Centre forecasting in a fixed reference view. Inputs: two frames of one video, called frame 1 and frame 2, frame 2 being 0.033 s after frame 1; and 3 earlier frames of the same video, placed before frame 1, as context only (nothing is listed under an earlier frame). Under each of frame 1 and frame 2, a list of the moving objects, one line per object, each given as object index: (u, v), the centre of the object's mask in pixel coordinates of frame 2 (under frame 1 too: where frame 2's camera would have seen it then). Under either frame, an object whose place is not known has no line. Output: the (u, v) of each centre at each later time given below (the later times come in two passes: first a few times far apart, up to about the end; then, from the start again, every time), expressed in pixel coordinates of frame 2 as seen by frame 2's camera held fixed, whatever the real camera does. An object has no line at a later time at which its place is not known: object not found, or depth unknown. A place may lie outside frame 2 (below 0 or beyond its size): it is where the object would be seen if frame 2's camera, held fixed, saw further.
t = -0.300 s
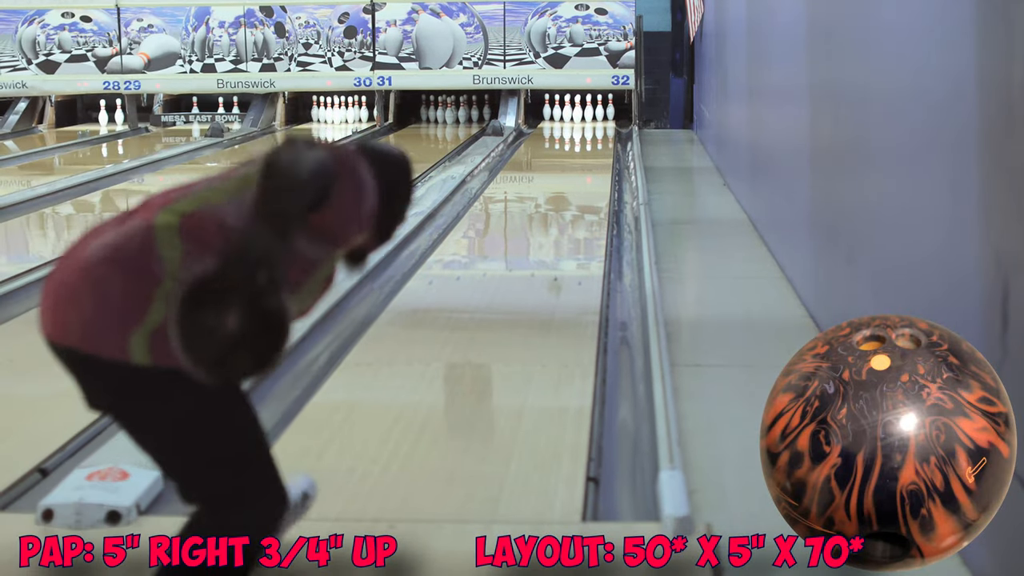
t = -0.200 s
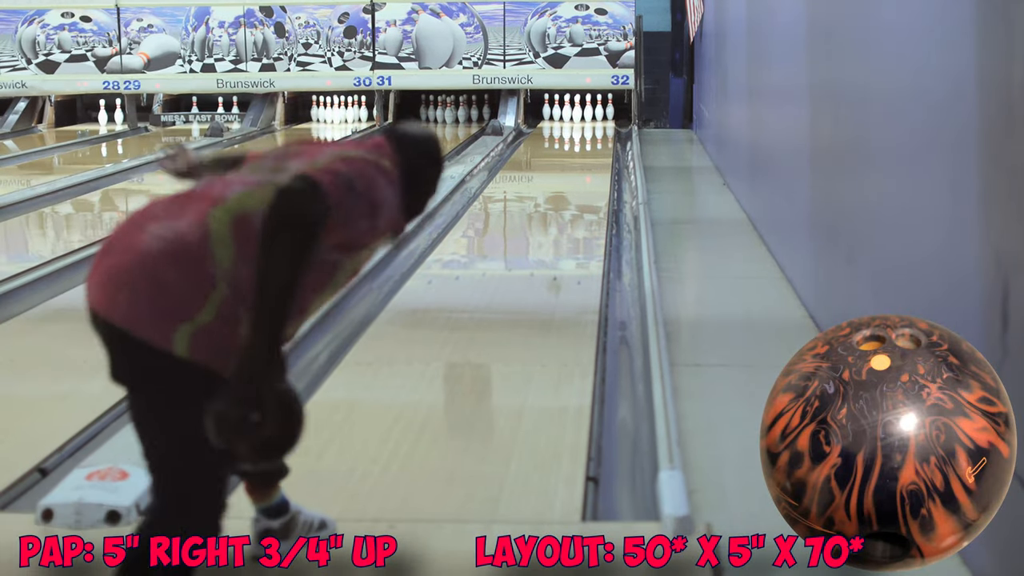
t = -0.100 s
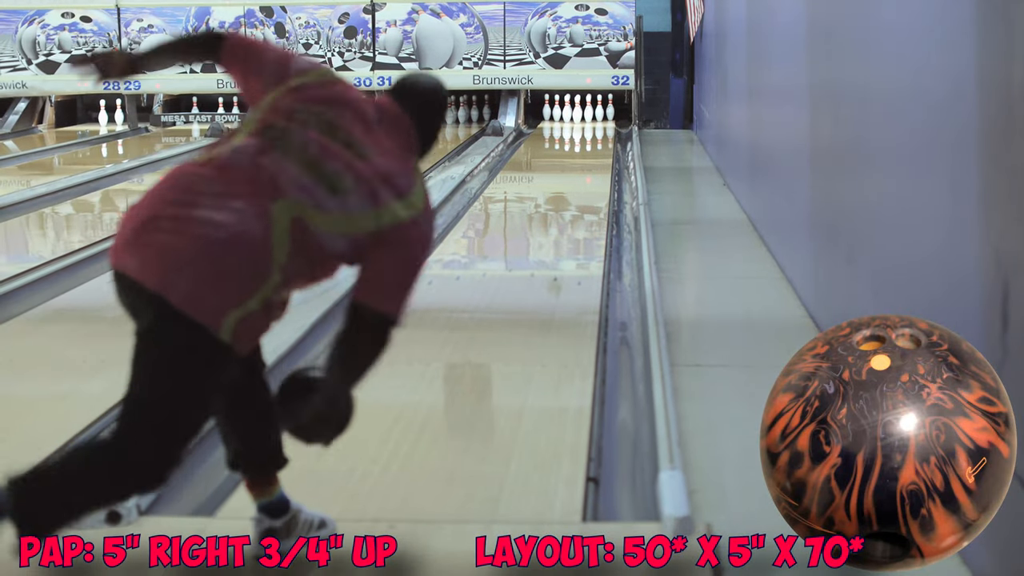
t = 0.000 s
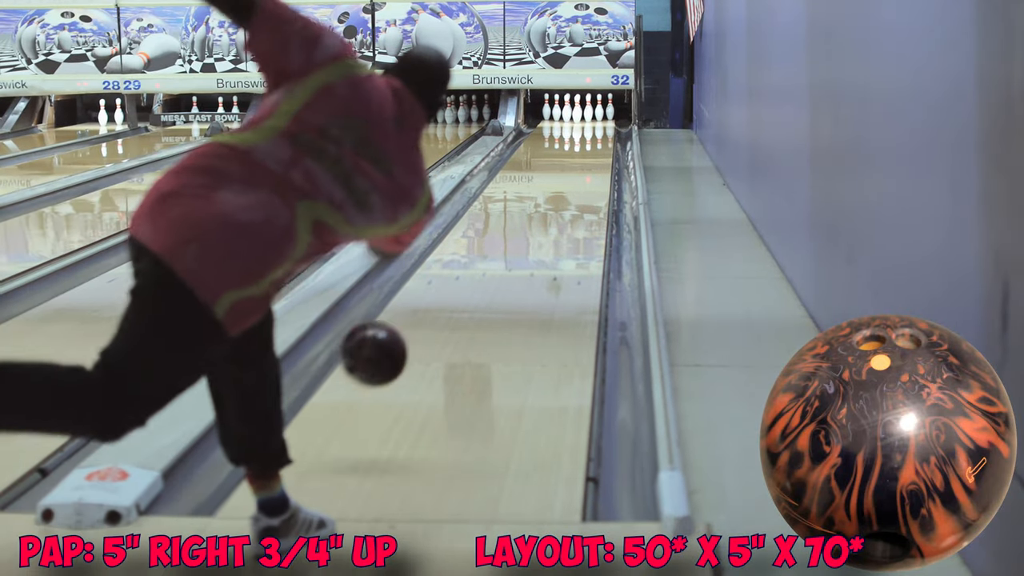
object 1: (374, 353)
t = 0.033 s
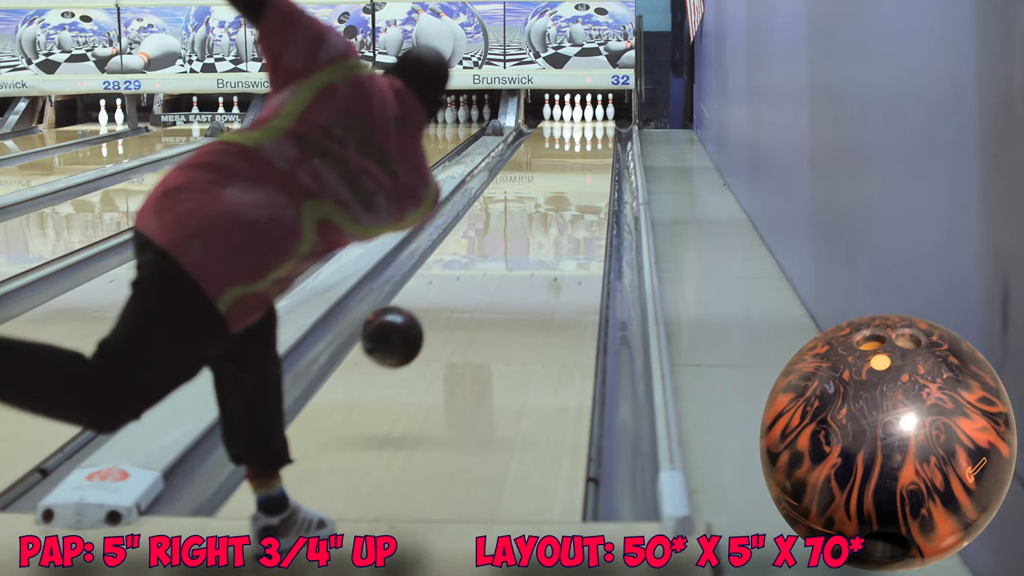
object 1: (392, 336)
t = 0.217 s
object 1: (463, 311)
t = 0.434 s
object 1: (515, 265)
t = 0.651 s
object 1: (547, 225)
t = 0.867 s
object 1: (569, 195)
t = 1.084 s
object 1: (584, 173)
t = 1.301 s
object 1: (595, 155)
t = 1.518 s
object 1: (601, 142)
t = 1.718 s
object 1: (603, 132)
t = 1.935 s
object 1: (599, 124)
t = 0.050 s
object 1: (400, 329)
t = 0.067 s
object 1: (407, 324)
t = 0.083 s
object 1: (415, 319)
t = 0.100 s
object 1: (422, 315)
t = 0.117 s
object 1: (429, 312)
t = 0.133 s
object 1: (435, 310)
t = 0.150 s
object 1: (441, 309)
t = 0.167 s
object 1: (447, 308)
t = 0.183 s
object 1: (453, 308)
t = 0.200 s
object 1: (458, 309)
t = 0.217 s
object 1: (463, 311)
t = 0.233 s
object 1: (469, 313)
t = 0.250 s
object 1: (474, 315)
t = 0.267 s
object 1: (478, 310)
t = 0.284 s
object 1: (482, 302)
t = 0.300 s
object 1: (486, 295)
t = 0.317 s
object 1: (491, 289)
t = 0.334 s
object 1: (503, 283)
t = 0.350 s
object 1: (500, 280)
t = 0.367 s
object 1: (502, 276)
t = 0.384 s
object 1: (505, 273)
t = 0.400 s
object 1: (508, 271)
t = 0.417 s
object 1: (511, 268)
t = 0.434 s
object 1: (515, 265)
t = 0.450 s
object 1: (518, 261)
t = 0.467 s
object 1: (520, 258)
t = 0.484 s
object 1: (524, 253)
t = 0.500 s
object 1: (527, 250)
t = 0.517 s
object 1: (529, 248)
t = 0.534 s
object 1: (532, 245)
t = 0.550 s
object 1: (534, 241)
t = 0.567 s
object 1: (536, 239)
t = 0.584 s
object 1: (539, 235)
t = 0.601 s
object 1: (541, 233)
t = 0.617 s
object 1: (543, 230)
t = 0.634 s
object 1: (545, 227)
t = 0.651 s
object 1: (547, 225)
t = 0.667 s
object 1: (549, 222)
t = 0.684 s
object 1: (551, 220)
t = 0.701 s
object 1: (553, 217)
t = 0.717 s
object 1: (555, 214)
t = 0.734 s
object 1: (557, 212)
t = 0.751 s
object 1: (559, 210)
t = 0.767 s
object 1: (560, 207)
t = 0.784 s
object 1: (562, 205)
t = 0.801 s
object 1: (563, 203)
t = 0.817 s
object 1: (565, 201)
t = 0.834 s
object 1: (566, 199)
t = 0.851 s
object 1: (568, 197)
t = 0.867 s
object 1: (569, 195)
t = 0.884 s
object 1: (571, 193)
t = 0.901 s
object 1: (572, 191)
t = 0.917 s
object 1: (573, 189)
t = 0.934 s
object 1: (575, 187)
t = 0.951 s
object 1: (576, 186)
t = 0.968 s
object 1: (577, 184)
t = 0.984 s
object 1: (578, 182)
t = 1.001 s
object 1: (579, 181)
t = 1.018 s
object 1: (580, 179)
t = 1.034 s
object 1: (581, 178)
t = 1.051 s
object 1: (583, 176)
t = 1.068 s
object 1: (584, 174)
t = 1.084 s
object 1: (584, 173)
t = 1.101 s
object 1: (586, 171)
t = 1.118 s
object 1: (586, 170)
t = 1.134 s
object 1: (587, 168)
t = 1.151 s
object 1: (588, 167)
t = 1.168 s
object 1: (589, 166)
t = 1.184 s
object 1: (590, 164)
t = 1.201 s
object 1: (591, 163)
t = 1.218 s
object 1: (592, 162)
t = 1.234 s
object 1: (592, 160)
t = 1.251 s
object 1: (593, 159)
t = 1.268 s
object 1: (594, 158)
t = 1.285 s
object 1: (595, 157)
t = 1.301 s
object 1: (595, 155)
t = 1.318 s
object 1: (596, 154)
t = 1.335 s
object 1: (597, 153)
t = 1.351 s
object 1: (597, 152)
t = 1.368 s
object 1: (597, 151)
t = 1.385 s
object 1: (598, 150)
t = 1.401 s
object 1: (599, 149)
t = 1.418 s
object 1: (599, 148)
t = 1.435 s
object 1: (600, 147)
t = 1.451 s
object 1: (600, 146)
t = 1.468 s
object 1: (601, 145)
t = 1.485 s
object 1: (601, 144)
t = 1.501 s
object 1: (601, 143)
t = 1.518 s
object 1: (601, 142)
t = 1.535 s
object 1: (602, 141)
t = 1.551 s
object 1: (602, 140)
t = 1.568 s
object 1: (603, 139)
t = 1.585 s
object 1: (603, 138)
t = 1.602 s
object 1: (603, 138)
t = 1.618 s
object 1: (603, 137)
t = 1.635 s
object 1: (603, 136)
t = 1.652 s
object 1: (603, 135)
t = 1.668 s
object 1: (603, 134)
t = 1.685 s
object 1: (603, 134)
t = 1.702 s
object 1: (603, 133)
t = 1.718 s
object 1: (603, 132)
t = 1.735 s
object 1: (603, 131)
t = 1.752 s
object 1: (603, 131)
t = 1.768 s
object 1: (602, 130)
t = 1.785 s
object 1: (602, 129)
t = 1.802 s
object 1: (602, 129)
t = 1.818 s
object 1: (602, 128)
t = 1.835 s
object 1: (601, 127)
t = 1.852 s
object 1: (601, 127)
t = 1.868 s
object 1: (601, 126)
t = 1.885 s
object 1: (600, 126)
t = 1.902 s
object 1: (600, 125)
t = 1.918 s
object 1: (599, 124)
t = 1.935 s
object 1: (599, 124)
